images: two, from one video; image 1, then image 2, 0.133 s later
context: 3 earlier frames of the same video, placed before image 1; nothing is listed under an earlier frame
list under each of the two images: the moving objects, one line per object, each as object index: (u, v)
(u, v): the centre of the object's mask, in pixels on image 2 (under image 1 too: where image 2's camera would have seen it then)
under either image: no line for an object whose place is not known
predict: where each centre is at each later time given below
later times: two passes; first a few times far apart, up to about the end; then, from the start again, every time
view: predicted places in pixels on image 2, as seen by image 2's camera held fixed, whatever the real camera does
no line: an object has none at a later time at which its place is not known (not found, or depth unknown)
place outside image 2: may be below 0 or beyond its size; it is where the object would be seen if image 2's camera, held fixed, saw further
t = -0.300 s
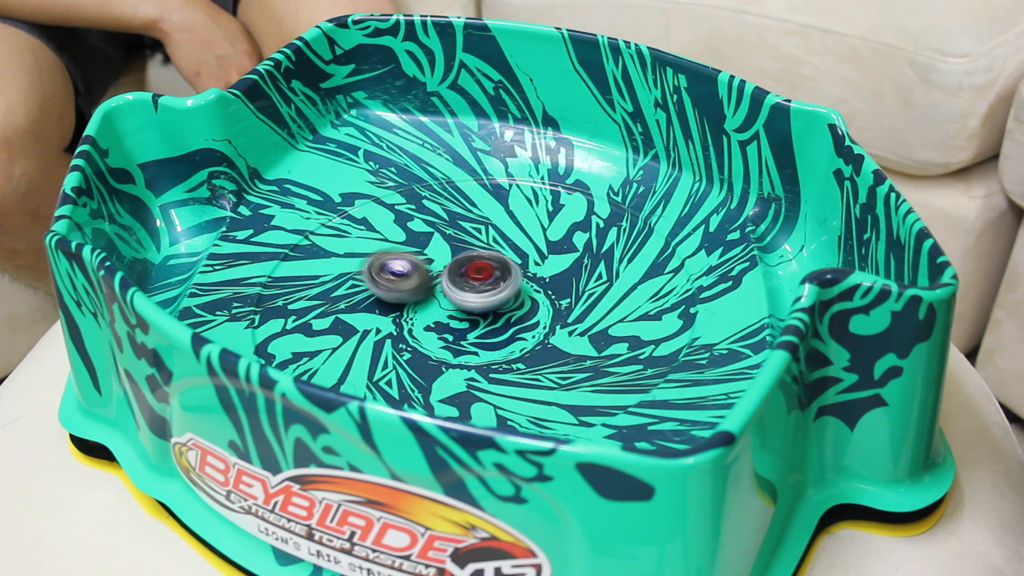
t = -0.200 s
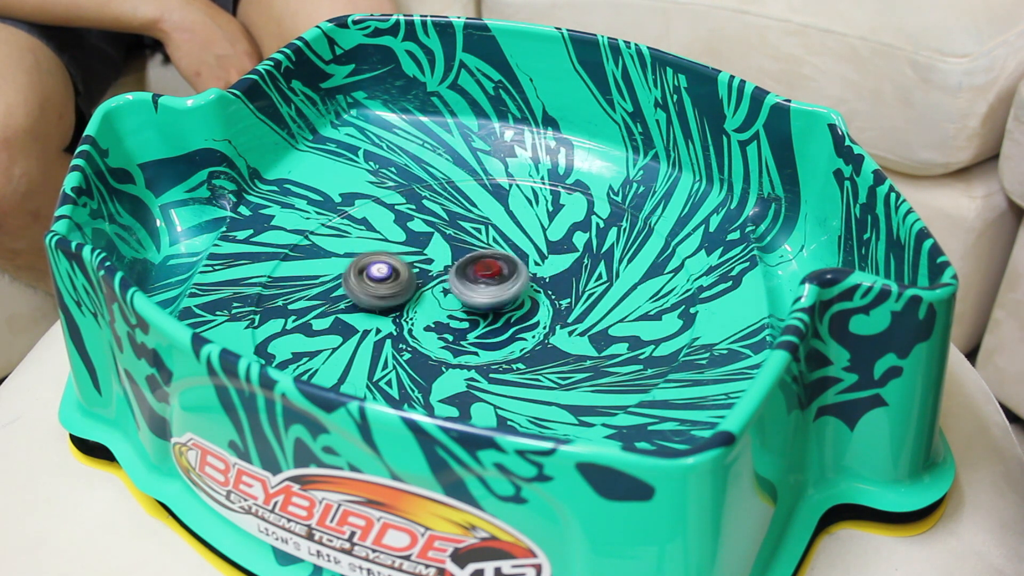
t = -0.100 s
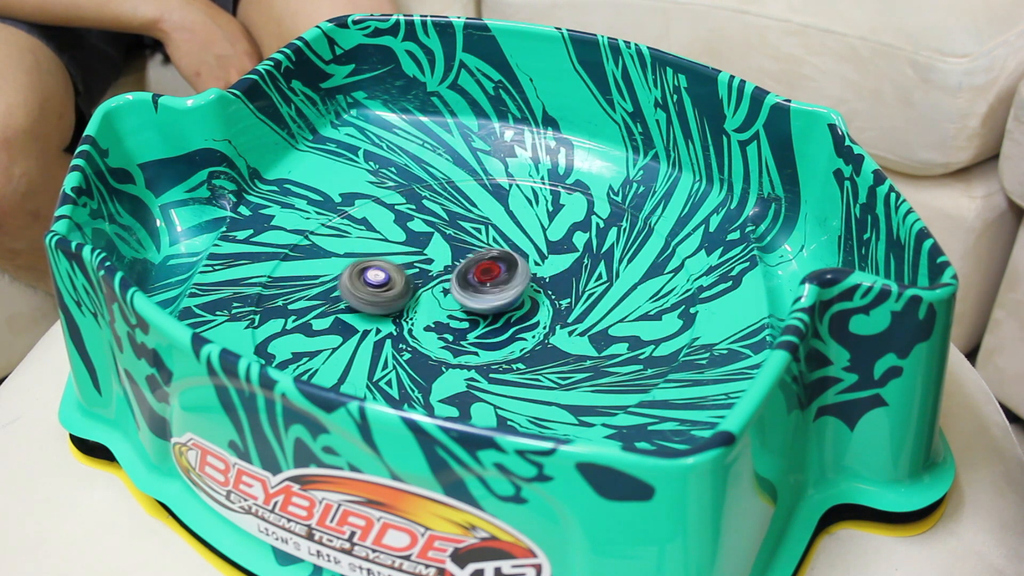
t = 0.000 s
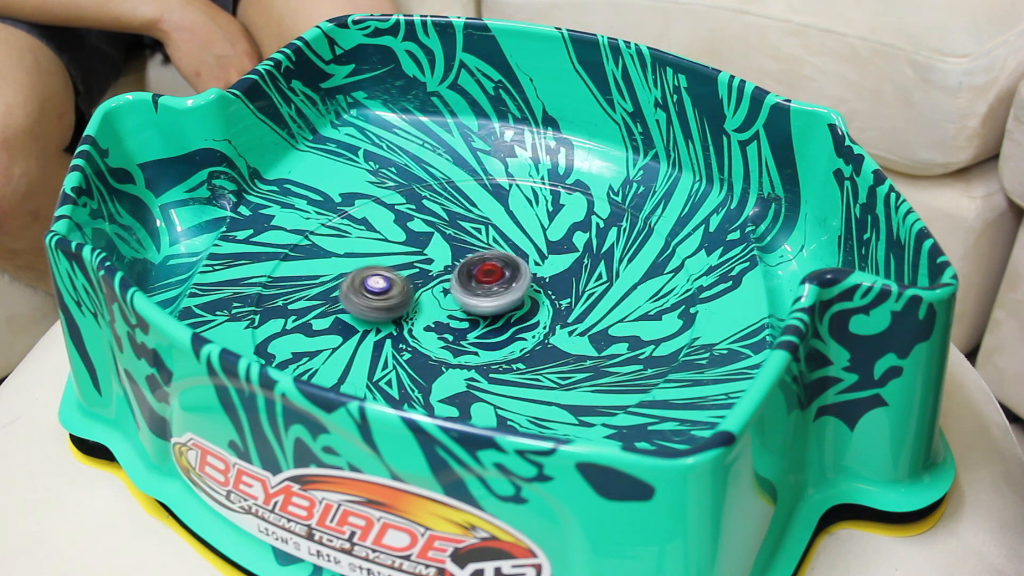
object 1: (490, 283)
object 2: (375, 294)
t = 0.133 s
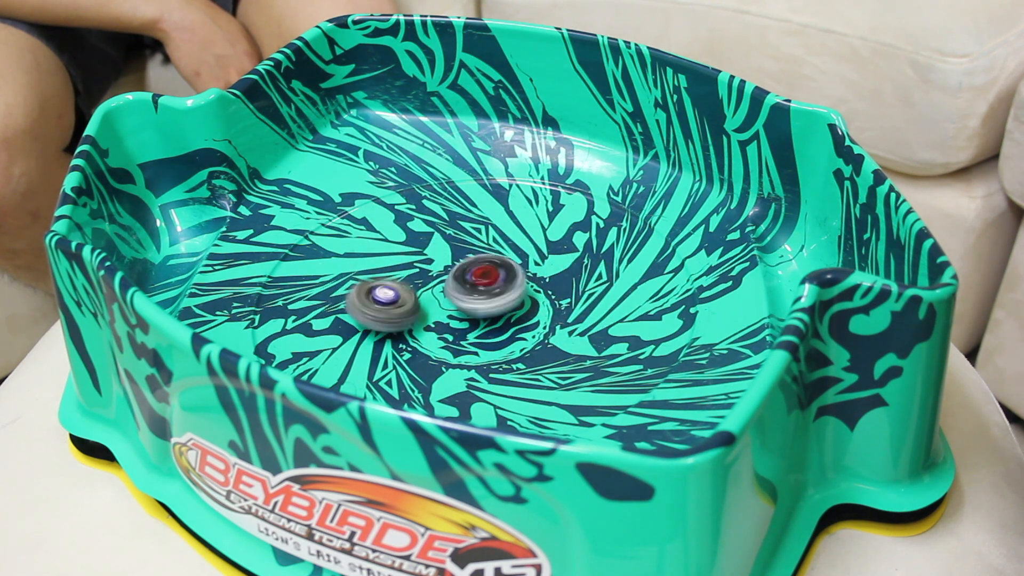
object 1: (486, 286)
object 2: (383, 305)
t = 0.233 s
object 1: (479, 287)
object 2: (393, 312)
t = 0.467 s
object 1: (486, 280)
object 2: (389, 333)
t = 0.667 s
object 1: (480, 277)
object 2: (419, 332)
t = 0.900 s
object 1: (484, 271)
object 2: (440, 327)
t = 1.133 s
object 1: (494, 263)
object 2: (448, 311)
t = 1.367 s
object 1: (498, 272)
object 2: (428, 305)
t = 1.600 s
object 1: (498, 289)
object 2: (418, 308)
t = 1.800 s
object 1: (505, 306)
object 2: (426, 310)
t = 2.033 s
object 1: (516, 311)
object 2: (439, 305)
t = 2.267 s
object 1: (516, 307)
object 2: (437, 306)
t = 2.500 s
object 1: (521, 301)
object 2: (433, 301)
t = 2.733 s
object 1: (520, 302)
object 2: (440, 303)
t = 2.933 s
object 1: (517, 306)
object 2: (432, 302)
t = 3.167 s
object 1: (516, 308)
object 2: (435, 305)
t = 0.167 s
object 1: (483, 286)
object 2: (386, 307)
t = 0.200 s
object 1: (481, 287)
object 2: (389, 309)
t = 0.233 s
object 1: (479, 287)
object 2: (393, 312)
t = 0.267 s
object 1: (478, 287)
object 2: (399, 314)
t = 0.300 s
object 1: (474, 287)
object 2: (403, 316)
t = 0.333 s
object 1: (476, 284)
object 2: (396, 319)
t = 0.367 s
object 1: (481, 282)
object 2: (387, 325)
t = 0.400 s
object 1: (483, 280)
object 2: (384, 328)
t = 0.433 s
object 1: (485, 280)
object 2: (385, 331)
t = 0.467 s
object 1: (486, 280)
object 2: (389, 333)
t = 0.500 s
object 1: (485, 280)
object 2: (394, 333)
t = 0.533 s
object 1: (481, 280)
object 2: (399, 334)
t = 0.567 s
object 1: (480, 280)
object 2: (399, 334)
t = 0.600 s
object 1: (481, 281)
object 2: (402, 334)
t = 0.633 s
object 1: (482, 281)
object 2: (413, 334)
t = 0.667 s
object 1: (480, 277)
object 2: (419, 332)
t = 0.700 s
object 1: (480, 277)
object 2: (424, 331)
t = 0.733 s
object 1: (480, 277)
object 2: (428, 329)
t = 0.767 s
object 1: (480, 277)
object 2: (432, 327)
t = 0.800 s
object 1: (478, 277)
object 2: (436, 325)
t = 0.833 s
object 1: (480, 276)
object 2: (436, 327)
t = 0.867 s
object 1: (483, 274)
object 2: (437, 328)
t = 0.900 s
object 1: (484, 271)
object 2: (440, 327)
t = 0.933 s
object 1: (486, 268)
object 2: (443, 324)
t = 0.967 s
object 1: (487, 267)
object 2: (446, 322)
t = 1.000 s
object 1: (488, 265)
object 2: (448, 319)
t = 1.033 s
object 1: (489, 264)
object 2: (447, 317)
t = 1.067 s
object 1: (491, 263)
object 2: (448, 315)
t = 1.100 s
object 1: (493, 263)
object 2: (450, 312)
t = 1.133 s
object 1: (494, 263)
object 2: (448, 311)
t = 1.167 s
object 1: (496, 262)
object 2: (447, 311)
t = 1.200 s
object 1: (497, 262)
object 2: (446, 311)
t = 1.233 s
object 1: (498, 263)
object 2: (444, 308)
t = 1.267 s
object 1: (497, 265)
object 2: (439, 306)
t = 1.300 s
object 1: (497, 267)
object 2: (436, 305)
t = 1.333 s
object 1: (497, 269)
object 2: (434, 304)
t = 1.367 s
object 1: (498, 272)
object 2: (428, 305)
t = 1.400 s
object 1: (499, 273)
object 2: (424, 305)
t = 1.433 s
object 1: (500, 275)
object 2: (422, 307)
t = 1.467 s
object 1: (501, 278)
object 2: (421, 307)
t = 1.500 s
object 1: (500, 280)
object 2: (421, 305)
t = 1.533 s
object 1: (499, 283)
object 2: (420, 304)
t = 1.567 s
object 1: (499, 286)
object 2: (418, 305)
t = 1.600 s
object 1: (498, 289)
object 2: (418, 308)
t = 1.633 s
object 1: (498, 293)
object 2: (420, 309)
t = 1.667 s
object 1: (499, 297)
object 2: (422, 309)
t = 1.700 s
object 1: (499, 300)
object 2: (423, 308)
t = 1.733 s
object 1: (501, 303)
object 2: (423, 308)
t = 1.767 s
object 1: (503, 305)
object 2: (424, 309)
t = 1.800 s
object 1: (505, 306)
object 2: (426, 310)
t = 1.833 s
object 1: (509, 307)
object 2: (427, 309)
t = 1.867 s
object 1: (513, 308)
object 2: (427, 308)
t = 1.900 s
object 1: (515, 309)
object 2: (429, 307)
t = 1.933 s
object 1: (515, 309)
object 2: (431, 307)
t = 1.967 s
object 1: (516, 310)
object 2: (433, 306)
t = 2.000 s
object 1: (516, 311)
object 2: (436, 305)
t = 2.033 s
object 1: (516, 311)
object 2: (439, 305)
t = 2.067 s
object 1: (517, 311)
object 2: (441, 304)
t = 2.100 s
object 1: (517, 311)
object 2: (442, 303)
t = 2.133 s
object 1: (518, 311)
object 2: (438, 303)
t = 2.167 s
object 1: (518, 310)
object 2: (437, 304)
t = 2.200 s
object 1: (517, 310)
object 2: (436, 305)
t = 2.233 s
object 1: (517, 309)
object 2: (436, 306)
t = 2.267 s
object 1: (516, 307)
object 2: (437, 306)
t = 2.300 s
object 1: (516, 306)
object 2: (438, 306)
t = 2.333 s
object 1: (517, 306)
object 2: (440, 305)
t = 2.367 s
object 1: (517, 305)
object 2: (440, 303)
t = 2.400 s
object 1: (518, 304)
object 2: (438, 300)
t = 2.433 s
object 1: (519, 303)
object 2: (435, 299)
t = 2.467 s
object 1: (520, 302)
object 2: (434, 300)
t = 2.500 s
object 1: (521, 301)
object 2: (433, 301)
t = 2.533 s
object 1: (522, 300)
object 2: (433, 303)
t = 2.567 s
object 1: (523, 300)
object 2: (434, 304)
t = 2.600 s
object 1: (523, 300)
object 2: (435, 305)
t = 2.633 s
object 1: (523, 300)
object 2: (436, 306)
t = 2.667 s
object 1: (522, 300)
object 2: (437, 305)
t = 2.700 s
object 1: (521, 301)
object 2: (439, 304)
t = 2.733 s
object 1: (520, 302)
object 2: (440, 303)
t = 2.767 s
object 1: (519, 303)
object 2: (440, 301)
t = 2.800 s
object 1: (518, 304)
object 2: (438, 300)
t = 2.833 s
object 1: (518, 305)
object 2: (436, 299)
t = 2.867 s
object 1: (517, 305)
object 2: (434, 300)
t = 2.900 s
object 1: (517, 306)
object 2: (433, 301)
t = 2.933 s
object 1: (517, 306)
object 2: (432, 302)
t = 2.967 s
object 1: (516, 307)
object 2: (433, 303)
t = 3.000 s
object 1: (516, 308)
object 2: (433, 303)
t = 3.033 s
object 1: (517, 309)
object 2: (433, 304)
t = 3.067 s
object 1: (517, 309)
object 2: (434, 304)
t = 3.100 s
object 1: (517, 309)
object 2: (434, 305)
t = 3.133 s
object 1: (517, 309)
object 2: (435, 305)
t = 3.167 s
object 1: (516, 308)
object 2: (435, 305)
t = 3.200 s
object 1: (516, 307)
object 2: (436, 305)
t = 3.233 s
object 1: (516, 307)
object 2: (437, 304)
